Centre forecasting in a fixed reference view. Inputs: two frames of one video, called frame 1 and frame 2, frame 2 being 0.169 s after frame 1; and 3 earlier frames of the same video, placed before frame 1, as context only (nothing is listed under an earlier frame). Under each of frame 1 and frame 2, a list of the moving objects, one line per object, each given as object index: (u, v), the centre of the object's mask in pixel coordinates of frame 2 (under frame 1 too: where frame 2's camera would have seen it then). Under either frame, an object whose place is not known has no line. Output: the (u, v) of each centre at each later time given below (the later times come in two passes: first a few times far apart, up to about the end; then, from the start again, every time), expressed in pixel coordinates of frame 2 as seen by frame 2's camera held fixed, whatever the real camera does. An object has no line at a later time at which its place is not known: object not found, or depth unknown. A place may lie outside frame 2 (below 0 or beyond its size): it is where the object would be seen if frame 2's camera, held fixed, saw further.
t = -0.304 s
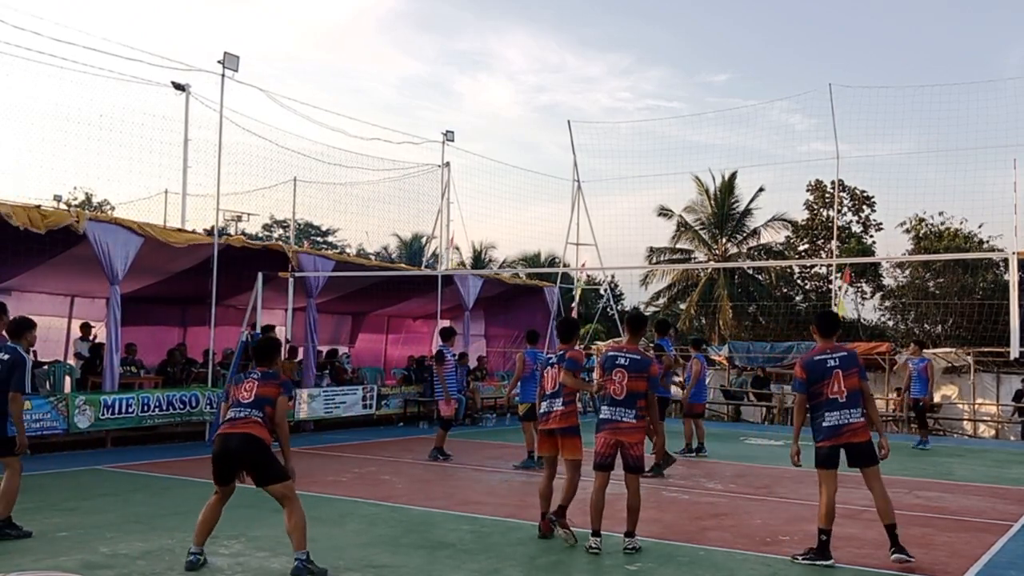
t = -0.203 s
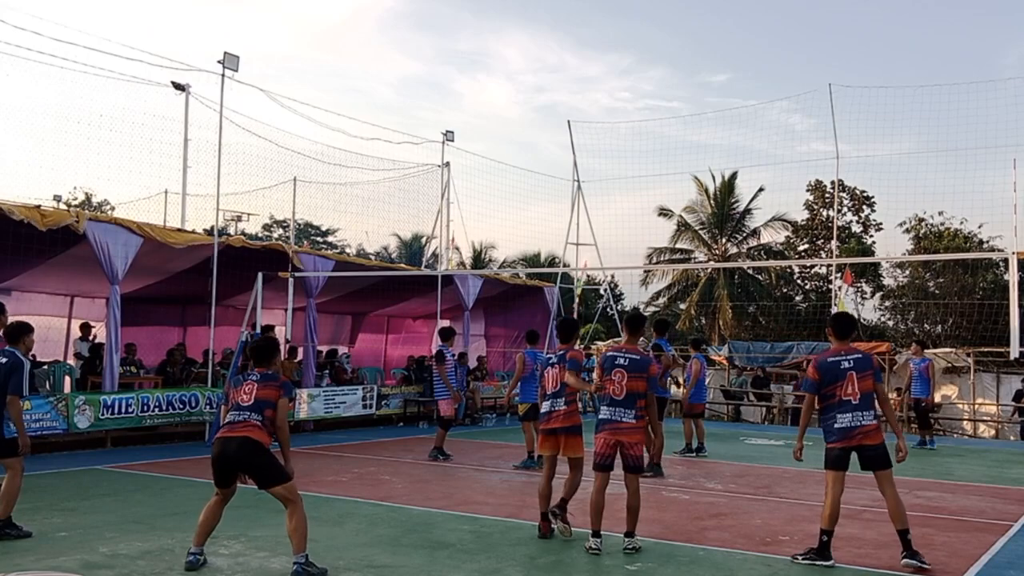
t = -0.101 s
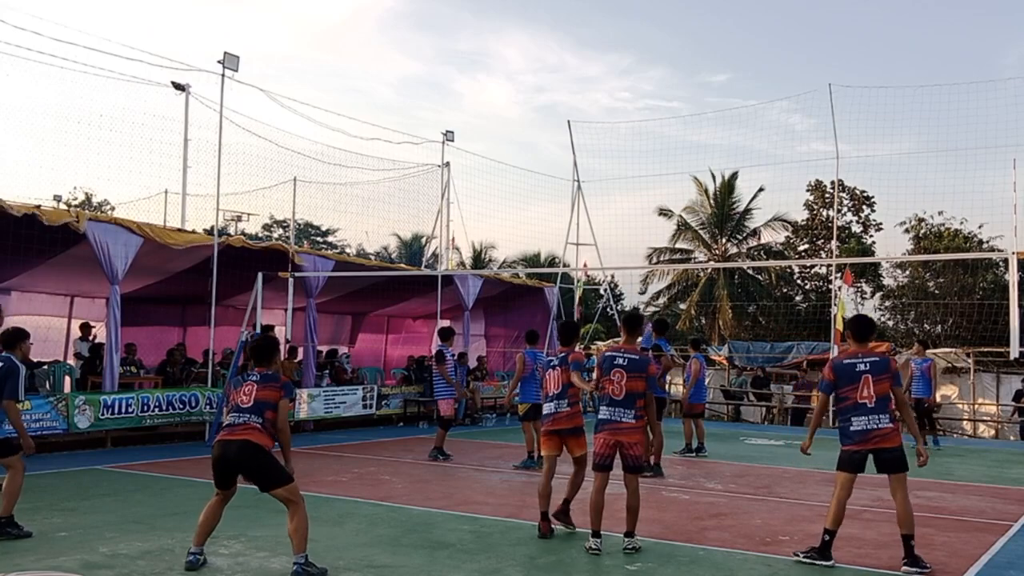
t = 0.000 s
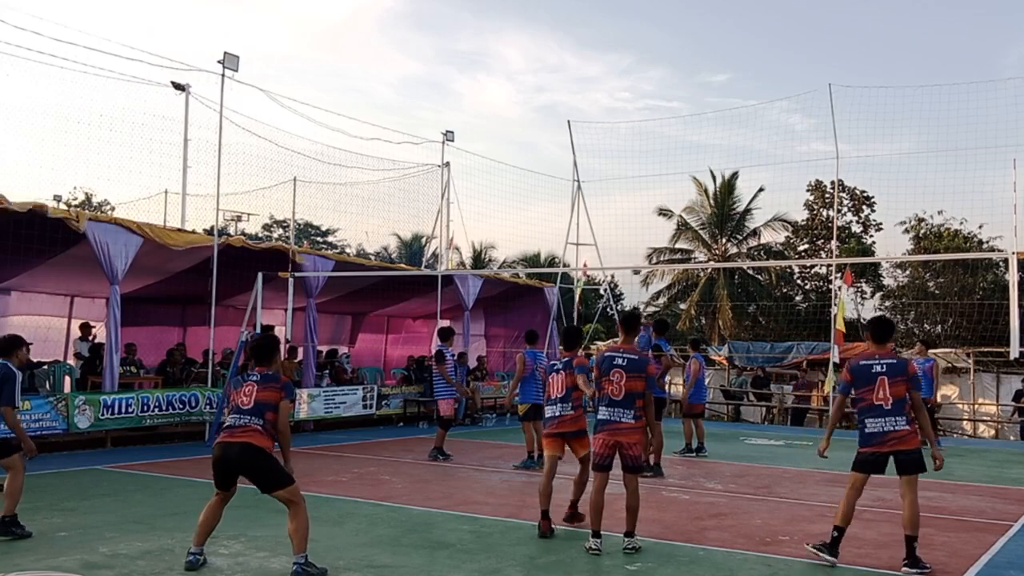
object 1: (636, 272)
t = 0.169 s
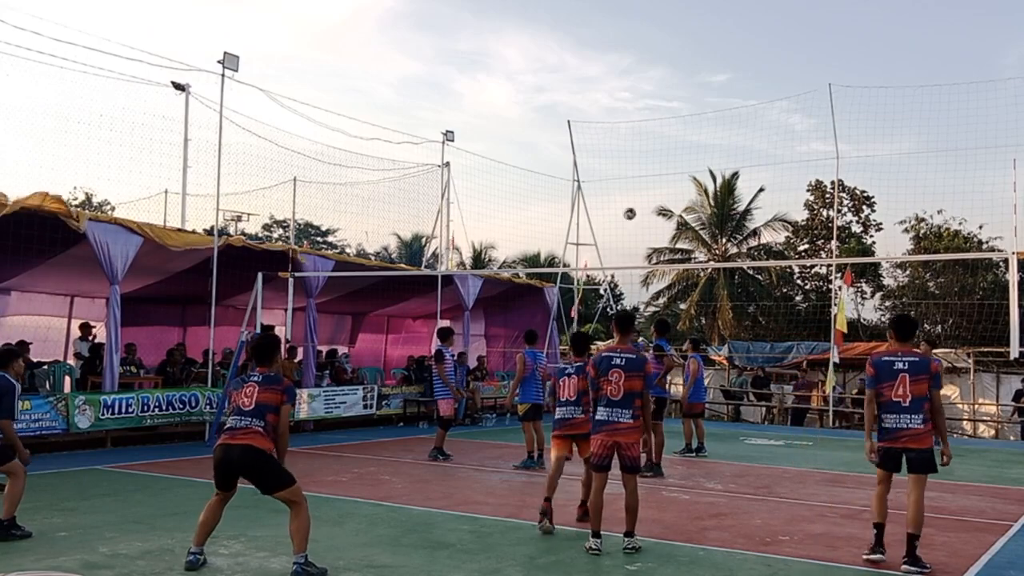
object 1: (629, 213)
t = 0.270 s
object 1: (629, 183)
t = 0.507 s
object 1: (637, 128)
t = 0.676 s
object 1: (660, 112)
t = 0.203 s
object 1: (629, 203)
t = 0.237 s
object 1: (629, 192)
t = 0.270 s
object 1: (629, 183)
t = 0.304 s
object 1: (629, 174)
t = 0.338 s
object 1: (629, 165)
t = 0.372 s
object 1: (629, 156)
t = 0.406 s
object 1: (630, 149)
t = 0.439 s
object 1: (632, 141)
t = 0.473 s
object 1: (634, 135)
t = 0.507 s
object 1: (637, 128)
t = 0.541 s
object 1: (640, 123)
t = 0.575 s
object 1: (643, 119)
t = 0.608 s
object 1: (648, 115)
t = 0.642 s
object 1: (654, 113)
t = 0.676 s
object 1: (660, 112)
